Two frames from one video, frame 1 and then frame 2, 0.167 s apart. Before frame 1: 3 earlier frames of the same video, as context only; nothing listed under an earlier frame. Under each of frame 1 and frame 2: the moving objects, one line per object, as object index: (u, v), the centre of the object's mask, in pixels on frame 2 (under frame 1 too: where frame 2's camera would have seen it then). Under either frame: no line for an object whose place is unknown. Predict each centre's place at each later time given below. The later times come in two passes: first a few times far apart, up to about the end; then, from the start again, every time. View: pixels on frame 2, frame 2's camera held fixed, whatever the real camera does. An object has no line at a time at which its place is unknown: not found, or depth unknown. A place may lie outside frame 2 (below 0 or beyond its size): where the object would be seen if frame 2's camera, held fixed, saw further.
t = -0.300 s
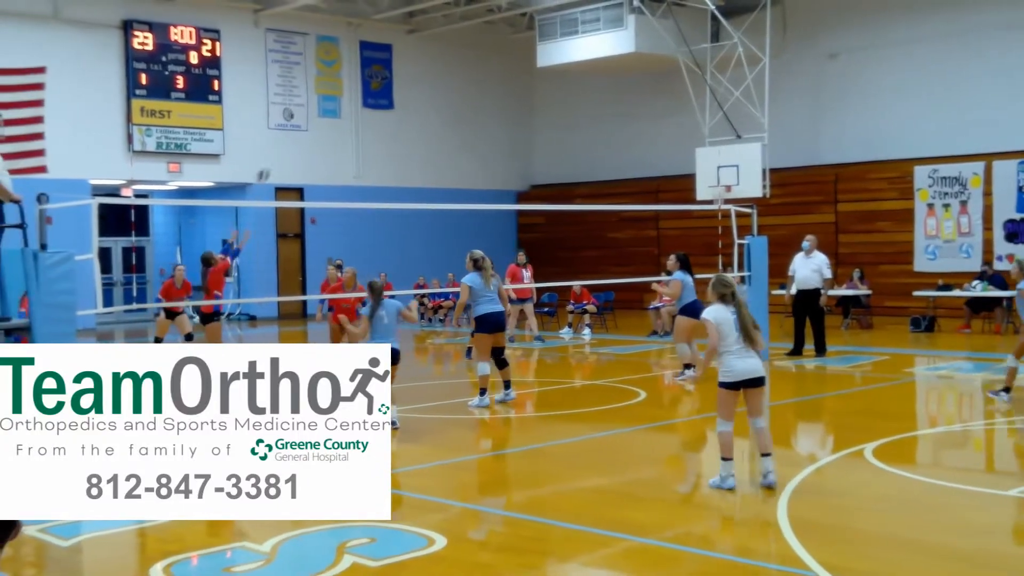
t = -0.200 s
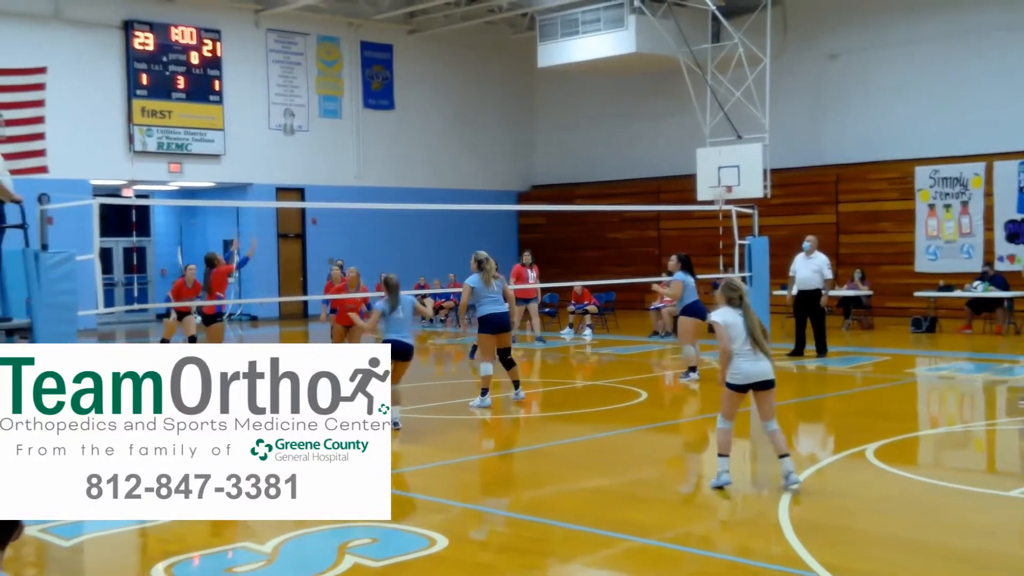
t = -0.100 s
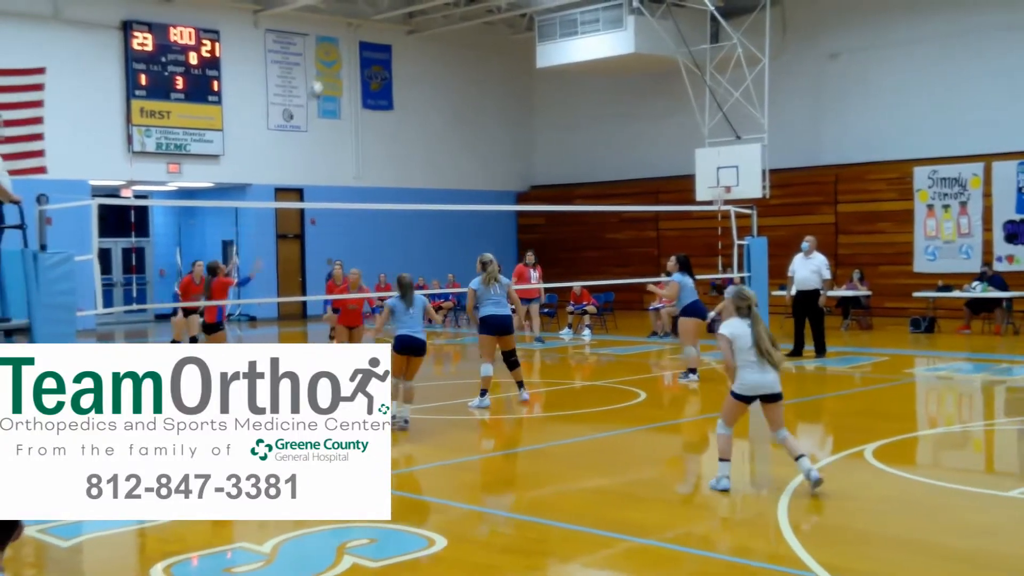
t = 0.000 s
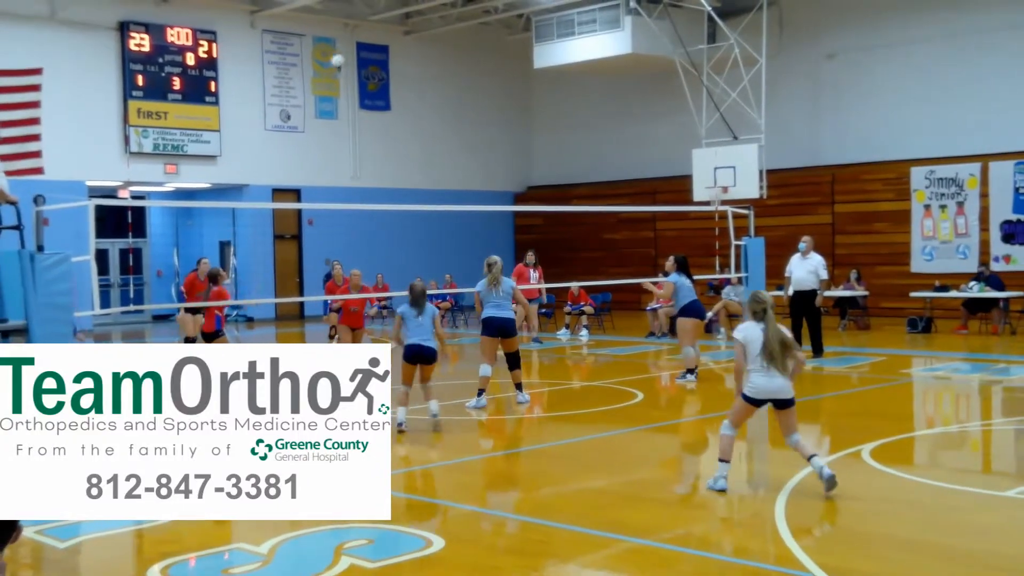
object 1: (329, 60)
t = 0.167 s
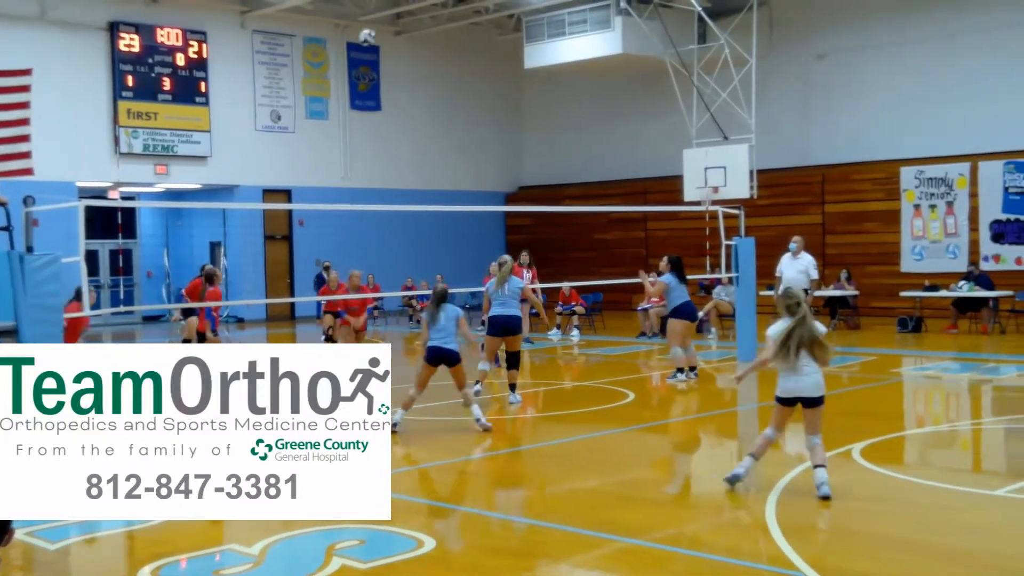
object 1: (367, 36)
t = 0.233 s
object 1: (382, 32)
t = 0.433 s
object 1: (425, 38)
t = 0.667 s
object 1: (474, 78)
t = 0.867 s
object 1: (514, 141)
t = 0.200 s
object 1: (375, 34)
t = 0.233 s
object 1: (382, 32)
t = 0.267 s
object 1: (389, 31)
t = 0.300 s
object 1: (397, 30)
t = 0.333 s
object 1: (404, 31)
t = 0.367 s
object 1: (411, 32)
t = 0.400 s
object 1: (418, 34)
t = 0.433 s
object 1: (425, 38)
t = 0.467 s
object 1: (433, 41)
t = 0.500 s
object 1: (439, 46)
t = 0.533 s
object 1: (446, 50)
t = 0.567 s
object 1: (453, 56)
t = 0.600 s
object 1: (460, 63)
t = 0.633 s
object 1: (467, 70)
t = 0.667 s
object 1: (474, 78)
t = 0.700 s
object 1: (481, 87)
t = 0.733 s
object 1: (487, 96)
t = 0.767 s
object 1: (494, 107)
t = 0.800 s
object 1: (501, 118)
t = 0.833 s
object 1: (507, 129)
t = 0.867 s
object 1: (514, 141)
